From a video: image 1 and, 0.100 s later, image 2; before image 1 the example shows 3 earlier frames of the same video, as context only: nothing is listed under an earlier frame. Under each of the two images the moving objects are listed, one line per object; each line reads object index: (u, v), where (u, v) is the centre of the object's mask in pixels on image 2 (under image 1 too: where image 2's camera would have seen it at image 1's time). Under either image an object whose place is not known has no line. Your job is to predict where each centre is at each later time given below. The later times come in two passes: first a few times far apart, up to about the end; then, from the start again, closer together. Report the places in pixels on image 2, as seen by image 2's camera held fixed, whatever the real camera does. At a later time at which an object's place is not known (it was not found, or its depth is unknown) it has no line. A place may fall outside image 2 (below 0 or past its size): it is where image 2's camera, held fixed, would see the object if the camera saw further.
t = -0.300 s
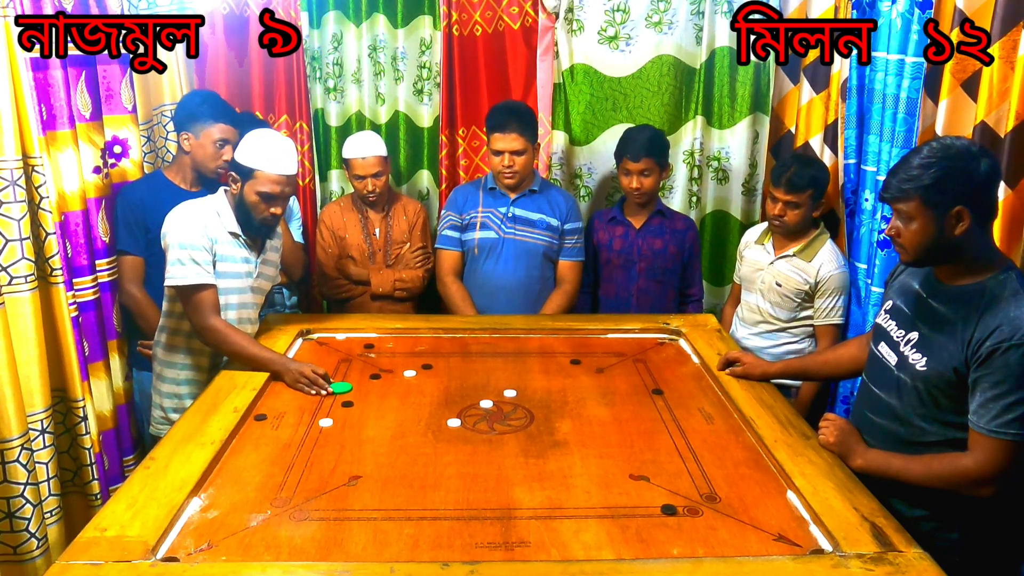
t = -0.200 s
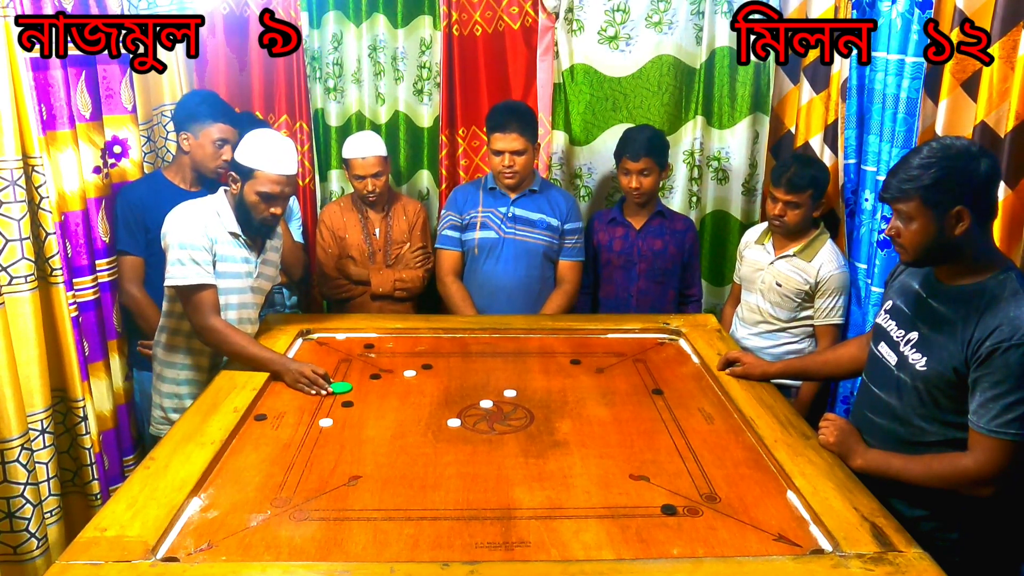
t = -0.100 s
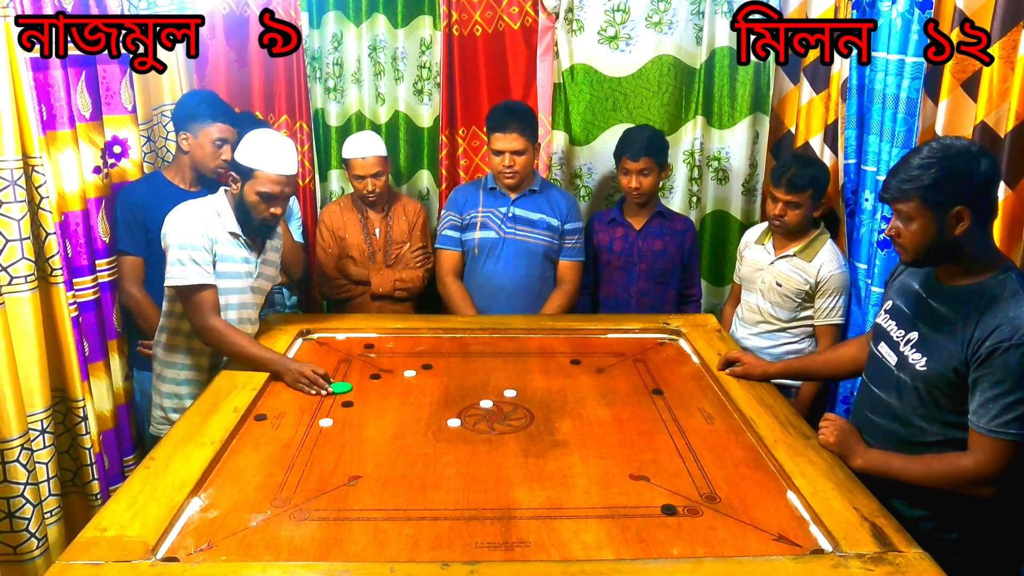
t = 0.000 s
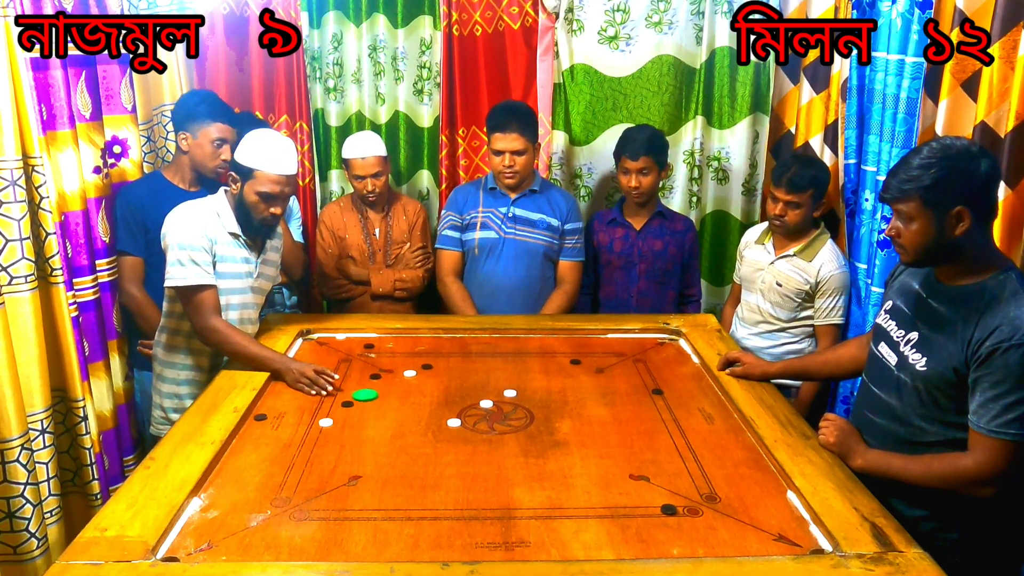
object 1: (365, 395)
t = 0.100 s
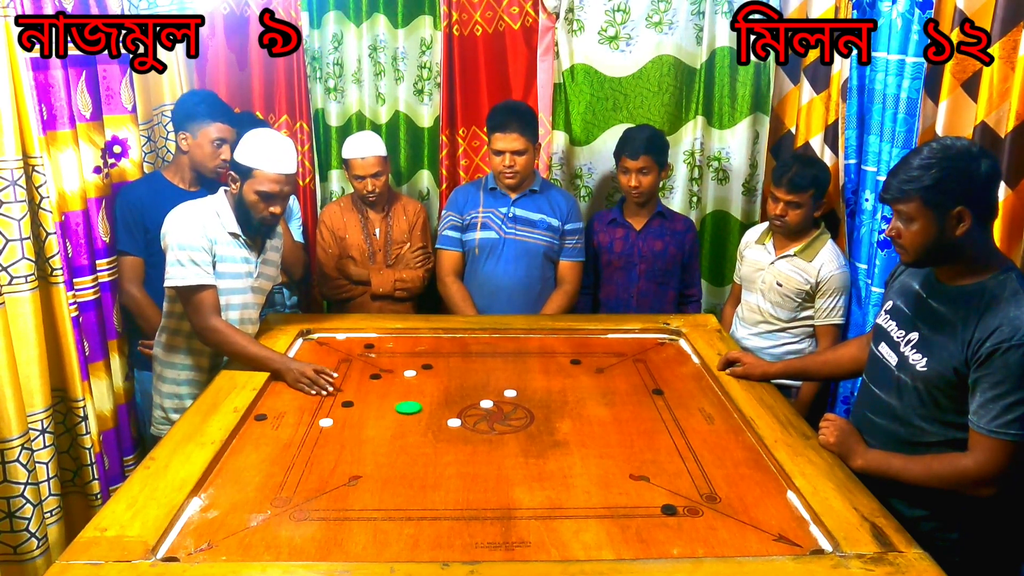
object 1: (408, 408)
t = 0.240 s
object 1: (460, 422)
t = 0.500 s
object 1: (521, 440)
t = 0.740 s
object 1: (551, 449)
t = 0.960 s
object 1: (556, 451)
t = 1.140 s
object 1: (556, 451)
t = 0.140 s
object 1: (426, 413)
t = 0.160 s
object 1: (434, 415)
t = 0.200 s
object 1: (448, 419)
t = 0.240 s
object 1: (460, 422)
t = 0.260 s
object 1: (466, 424)
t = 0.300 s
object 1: (476, 427)
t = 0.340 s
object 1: (486, 430)
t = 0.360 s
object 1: (491, 431)
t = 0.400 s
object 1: (501, 434)
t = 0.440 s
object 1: (509, 437)
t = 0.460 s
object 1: (514, 438)
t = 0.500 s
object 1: (521, 440)
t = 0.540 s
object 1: (528, 442)
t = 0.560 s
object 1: (531, 443)
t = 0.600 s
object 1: (537, 445)
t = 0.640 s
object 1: (542, 446)
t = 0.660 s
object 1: (544, 447)
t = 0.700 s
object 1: (548, 448)
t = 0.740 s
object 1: (551, 449)
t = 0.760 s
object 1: (552, 450)
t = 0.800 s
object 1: (554, 450)
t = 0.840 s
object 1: (556, 451)
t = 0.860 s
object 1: (556, 451)
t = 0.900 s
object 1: (556, 451)
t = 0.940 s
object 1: (556, 451)
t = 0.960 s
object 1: (556, 451)
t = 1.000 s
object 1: (556, 451)
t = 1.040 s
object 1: (556, 451)
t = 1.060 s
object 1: (556, 451)
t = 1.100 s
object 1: (556, 451)
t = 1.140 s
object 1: (556, 451)
